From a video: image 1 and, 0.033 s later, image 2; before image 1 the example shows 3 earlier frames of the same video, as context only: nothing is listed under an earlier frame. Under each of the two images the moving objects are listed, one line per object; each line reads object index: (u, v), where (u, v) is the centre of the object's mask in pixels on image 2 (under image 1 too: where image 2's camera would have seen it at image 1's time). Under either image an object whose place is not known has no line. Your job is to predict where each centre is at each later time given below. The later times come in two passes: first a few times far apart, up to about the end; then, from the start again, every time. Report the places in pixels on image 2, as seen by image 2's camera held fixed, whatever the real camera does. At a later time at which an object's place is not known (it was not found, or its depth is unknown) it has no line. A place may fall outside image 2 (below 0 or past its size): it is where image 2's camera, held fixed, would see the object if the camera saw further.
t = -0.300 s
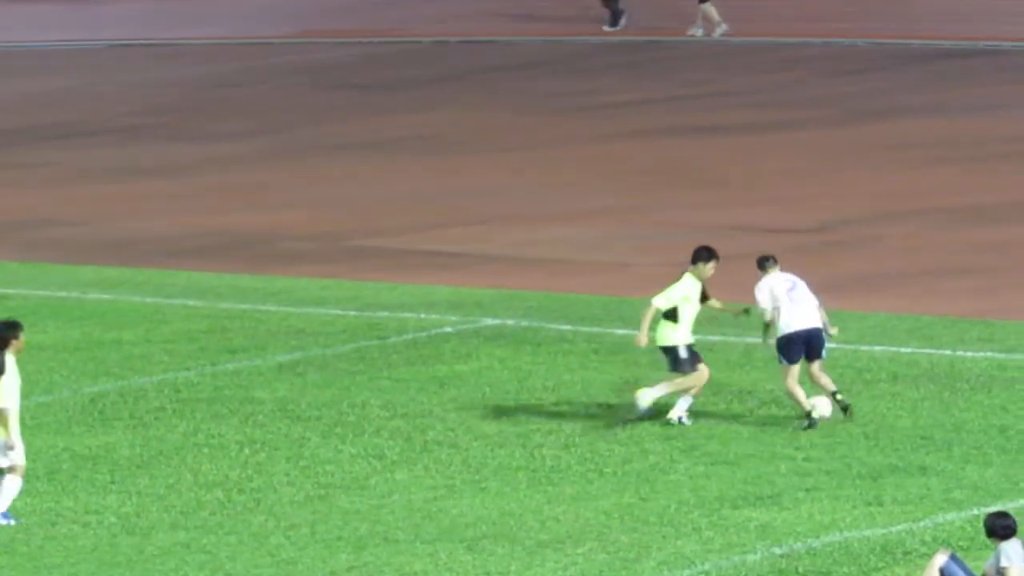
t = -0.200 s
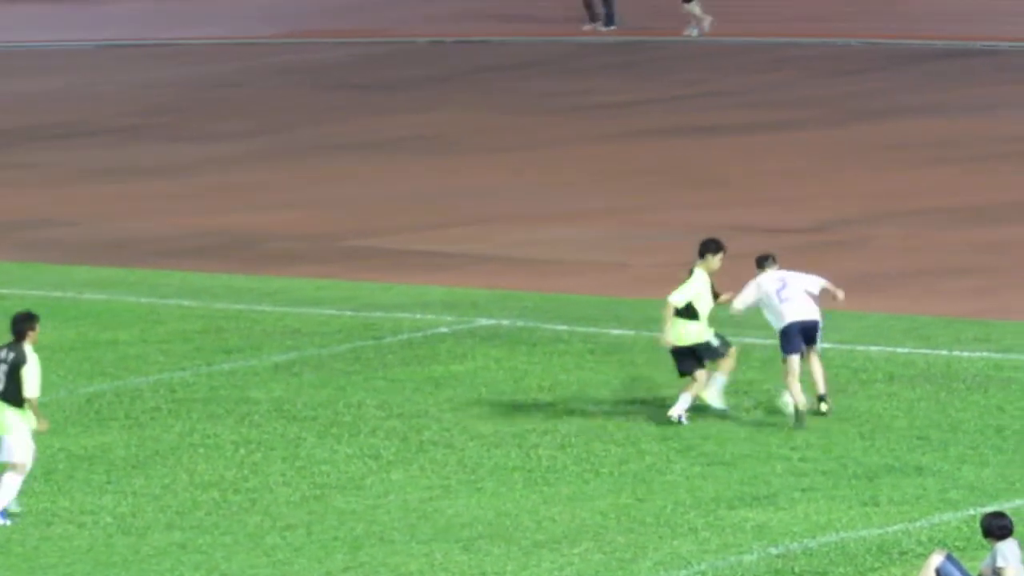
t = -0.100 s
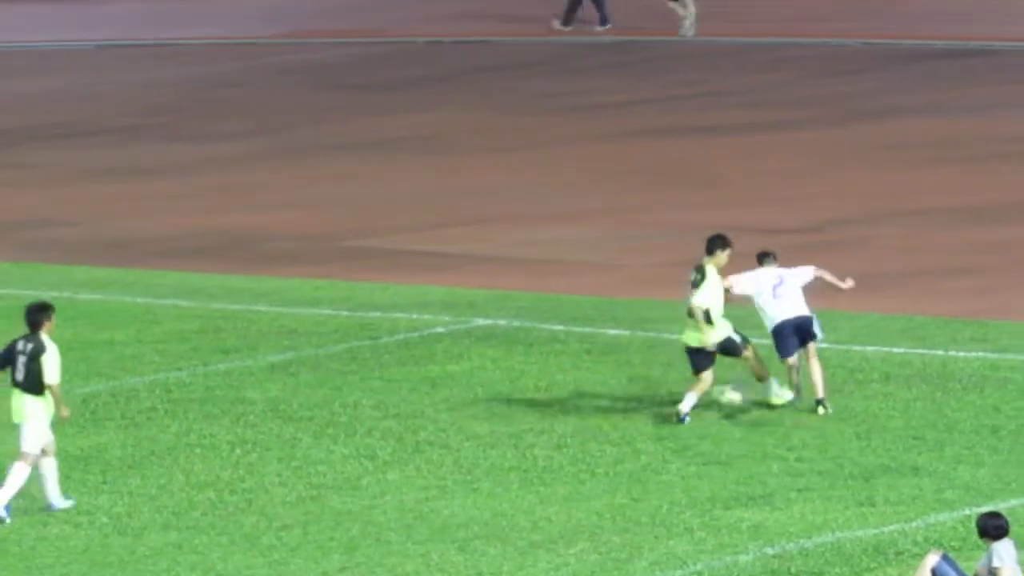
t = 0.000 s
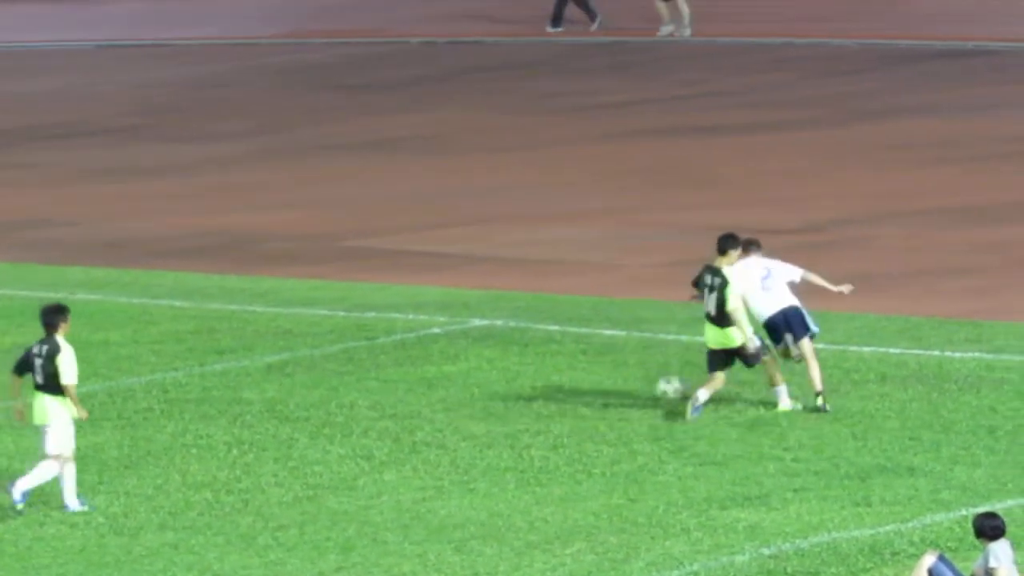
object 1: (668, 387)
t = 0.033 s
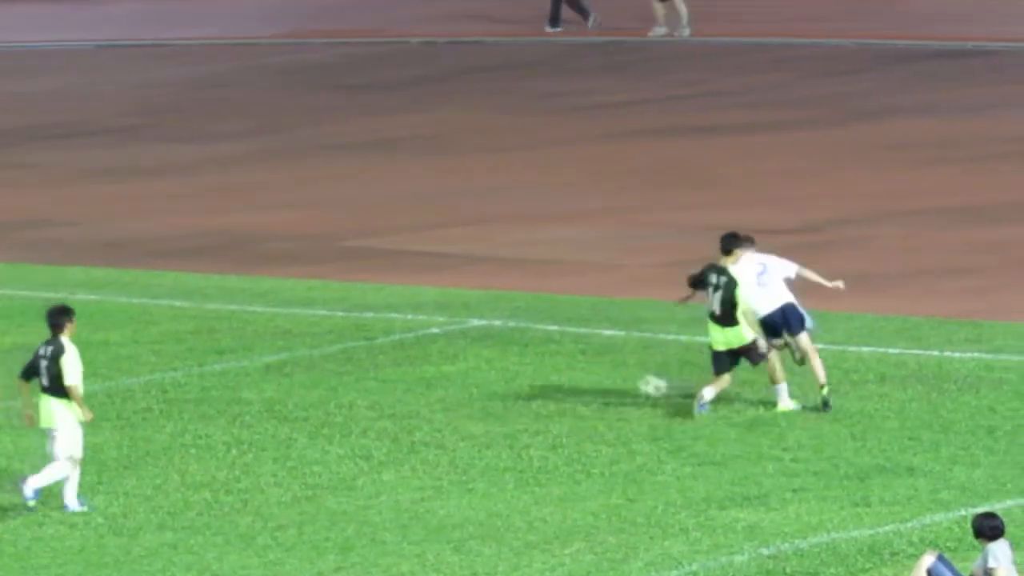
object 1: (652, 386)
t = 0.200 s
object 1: (581, 376)
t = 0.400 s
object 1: (520, 366)
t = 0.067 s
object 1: (637, 383)
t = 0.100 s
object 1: (623, 381)
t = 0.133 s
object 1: (608, 380)
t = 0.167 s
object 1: (594, 378)
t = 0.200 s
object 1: (581, 376)
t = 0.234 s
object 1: (568, 375)
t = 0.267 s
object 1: (557, 373)
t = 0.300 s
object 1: (546, 371)
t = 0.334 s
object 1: (536, 369)
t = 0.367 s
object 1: (526, 367)
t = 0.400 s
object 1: (520, 366)
